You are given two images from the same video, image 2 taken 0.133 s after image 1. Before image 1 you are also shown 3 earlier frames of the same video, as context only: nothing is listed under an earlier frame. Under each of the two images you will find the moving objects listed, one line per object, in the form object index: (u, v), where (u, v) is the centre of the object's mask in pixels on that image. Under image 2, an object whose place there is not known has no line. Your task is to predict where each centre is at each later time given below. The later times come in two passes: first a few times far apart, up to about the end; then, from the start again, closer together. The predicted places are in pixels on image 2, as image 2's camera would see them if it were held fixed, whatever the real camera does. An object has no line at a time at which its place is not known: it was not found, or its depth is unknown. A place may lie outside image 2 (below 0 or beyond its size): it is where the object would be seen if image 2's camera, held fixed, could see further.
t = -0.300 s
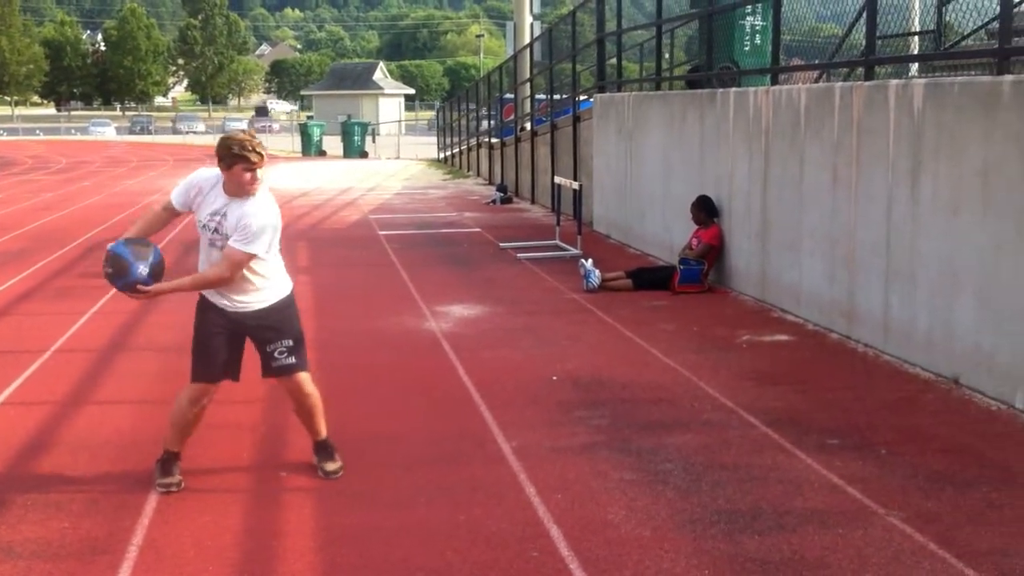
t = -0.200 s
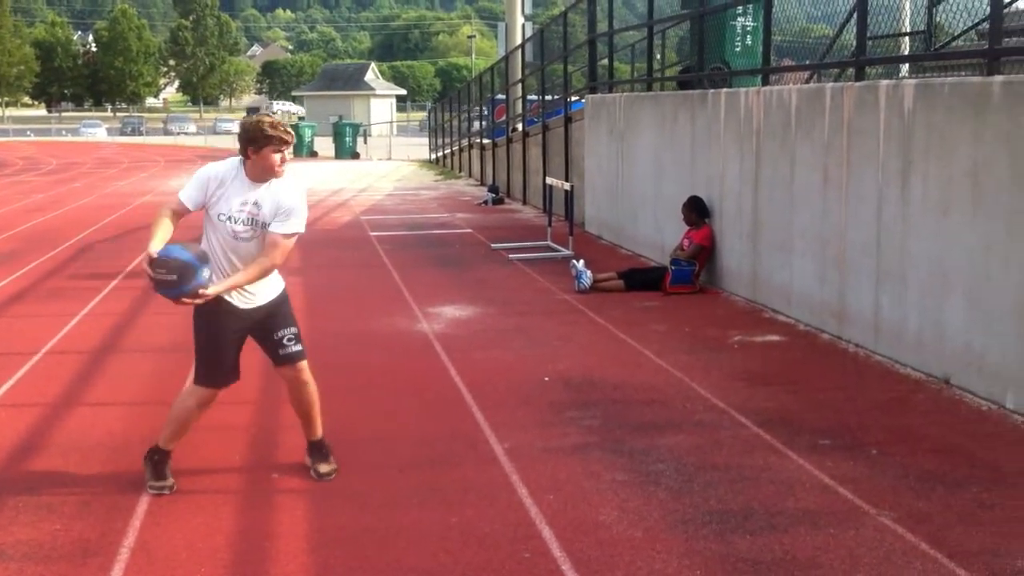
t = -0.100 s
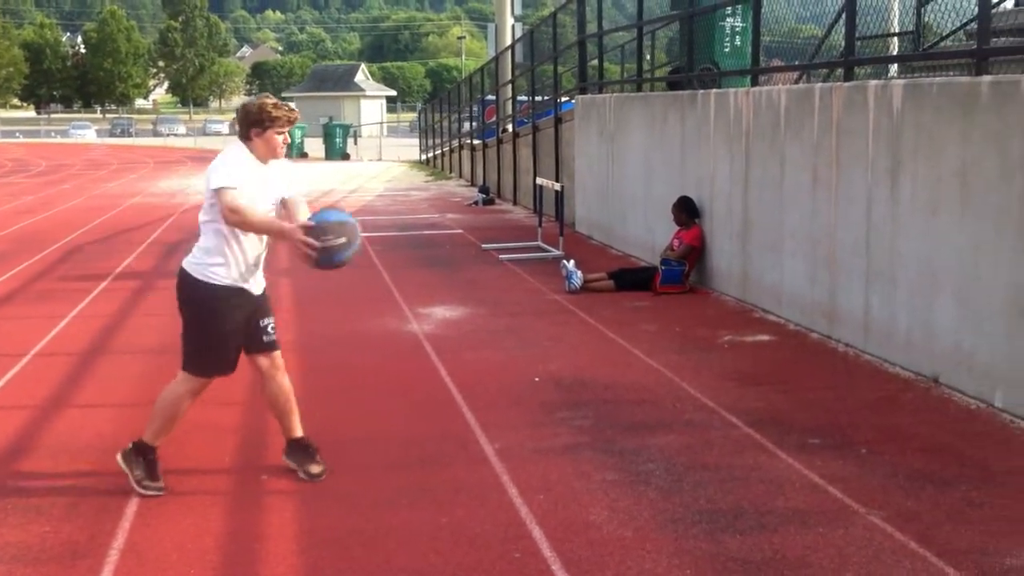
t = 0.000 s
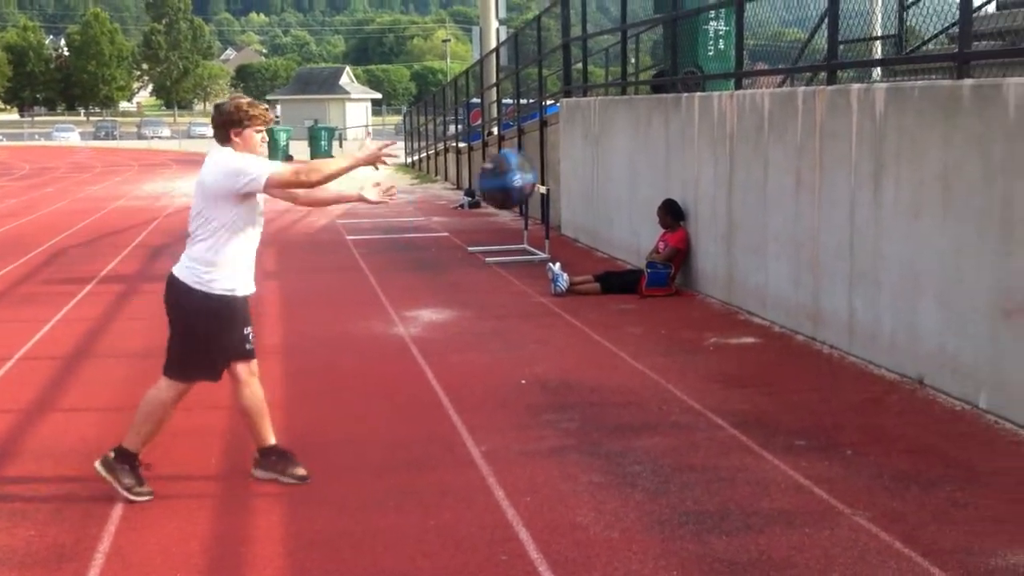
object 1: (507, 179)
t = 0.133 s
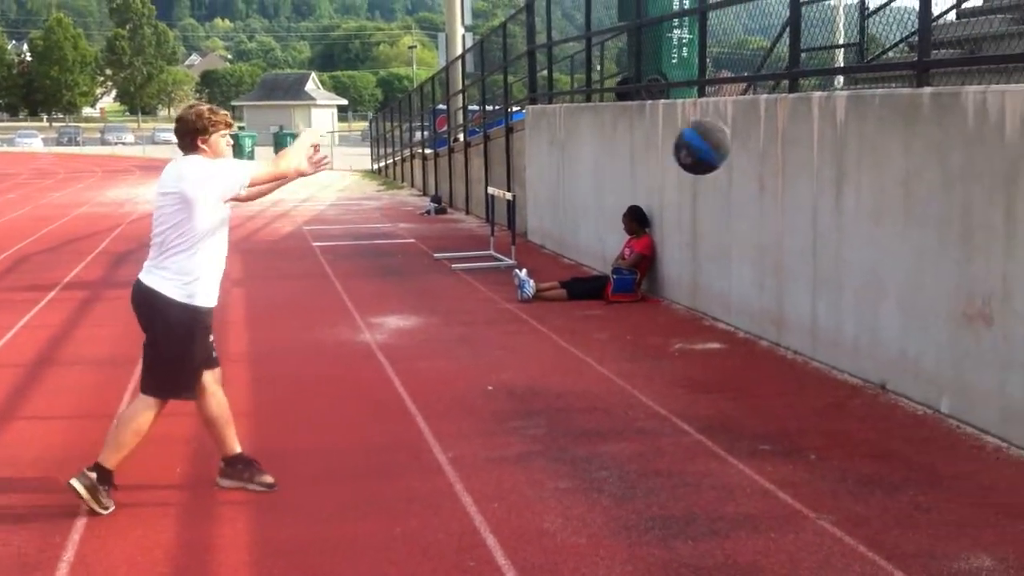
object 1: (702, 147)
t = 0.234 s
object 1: (858, 146)
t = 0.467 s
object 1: (823, 208)
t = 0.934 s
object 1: (410, 339)
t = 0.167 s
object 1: (756, 144)
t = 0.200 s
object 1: (808, 143)
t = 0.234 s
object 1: (858, 146)
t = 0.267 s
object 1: (908, 151)
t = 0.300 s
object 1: (954, 157)
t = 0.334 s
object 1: (969, 164)
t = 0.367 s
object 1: (930, 172)
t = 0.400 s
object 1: (895, 182)
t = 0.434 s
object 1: (859, 194)
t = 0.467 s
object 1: (823, 208)
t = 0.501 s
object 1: (788, 225)
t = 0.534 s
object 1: (753, 244)
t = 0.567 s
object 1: (719, 264)
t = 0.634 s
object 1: (652, 310)
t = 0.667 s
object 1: (619, 336)
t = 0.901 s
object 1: (433, 354)
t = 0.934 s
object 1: (410, 339)
